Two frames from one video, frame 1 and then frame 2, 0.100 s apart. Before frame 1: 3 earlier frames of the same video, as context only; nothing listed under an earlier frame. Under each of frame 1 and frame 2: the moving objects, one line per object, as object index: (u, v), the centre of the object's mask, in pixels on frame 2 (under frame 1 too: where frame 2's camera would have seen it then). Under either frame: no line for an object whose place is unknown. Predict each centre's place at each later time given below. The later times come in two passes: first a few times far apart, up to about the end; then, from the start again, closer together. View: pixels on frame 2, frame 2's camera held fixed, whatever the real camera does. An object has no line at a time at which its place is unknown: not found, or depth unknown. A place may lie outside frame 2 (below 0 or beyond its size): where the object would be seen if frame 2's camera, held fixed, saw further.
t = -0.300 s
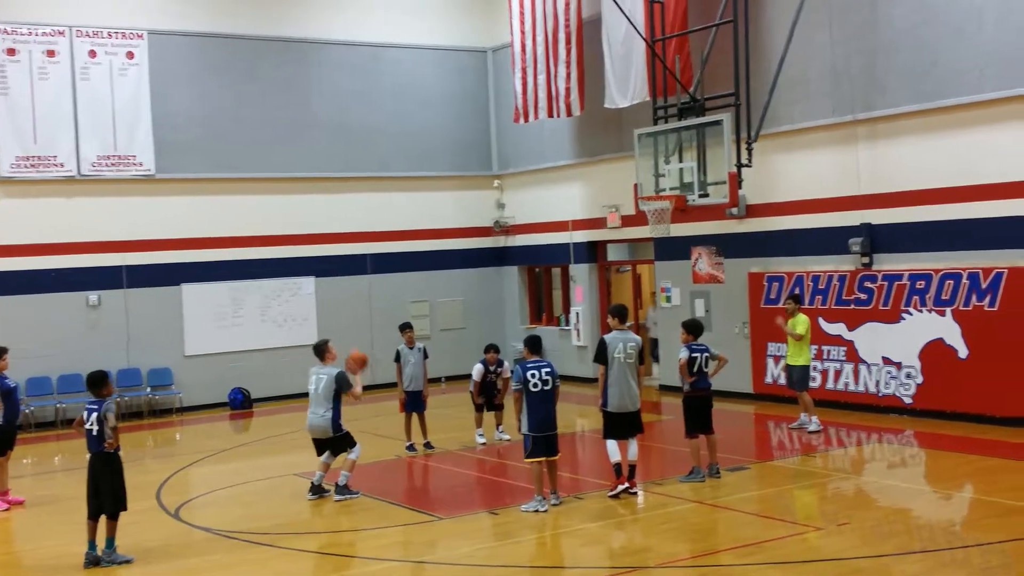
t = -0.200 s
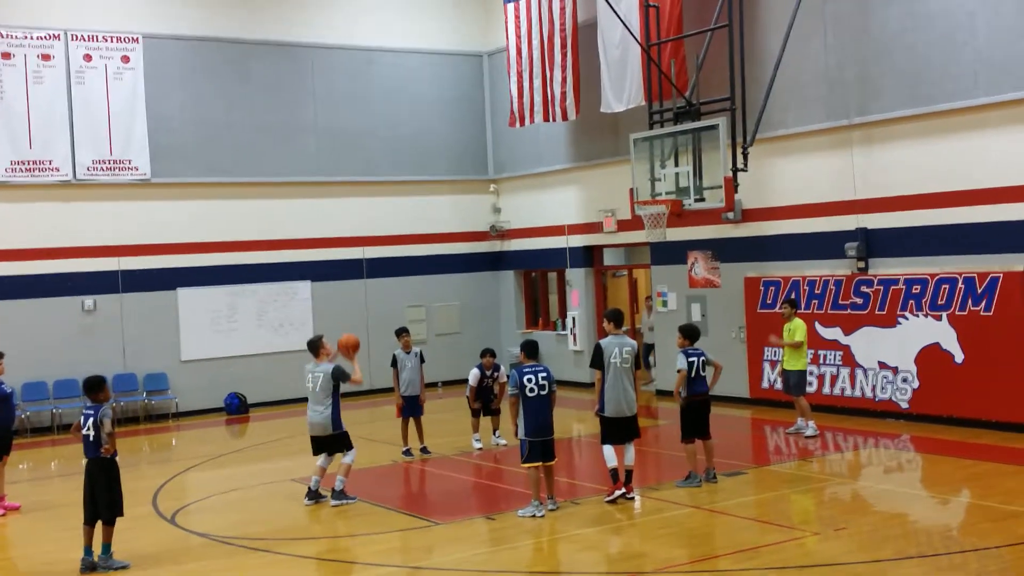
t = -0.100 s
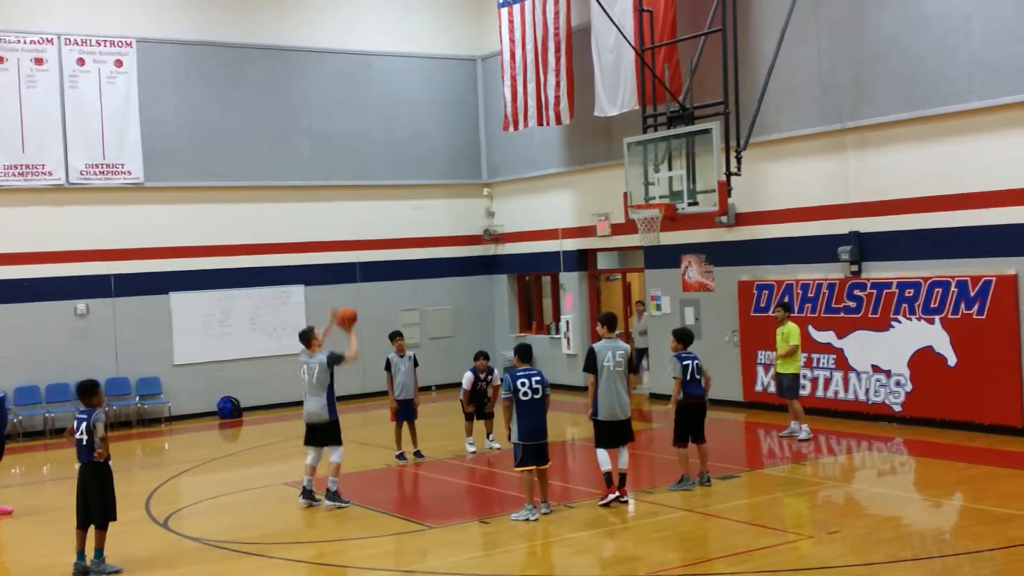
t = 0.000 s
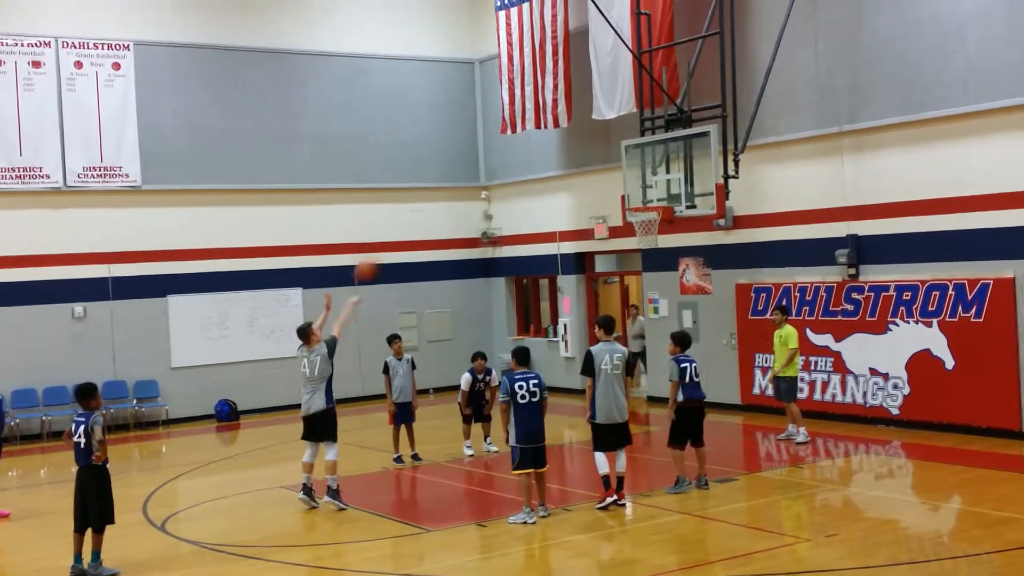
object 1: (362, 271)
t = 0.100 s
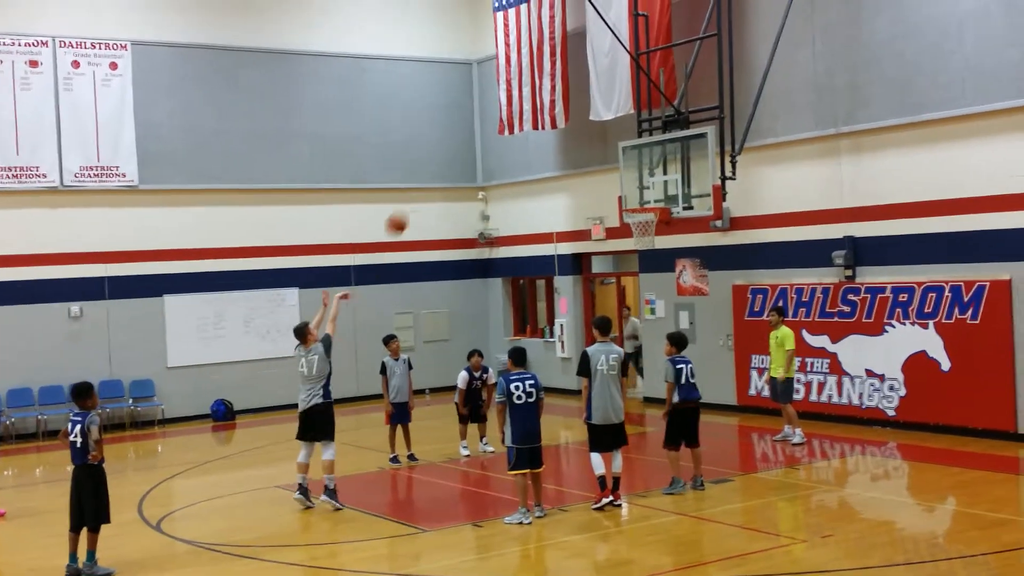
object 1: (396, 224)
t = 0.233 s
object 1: (438, 179)
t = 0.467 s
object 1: (509, 139)
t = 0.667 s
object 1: (565, 143)
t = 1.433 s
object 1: (560, 199)
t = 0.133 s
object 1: (407, 211)
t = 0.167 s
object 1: (418, 198)
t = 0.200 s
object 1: (428, 188)
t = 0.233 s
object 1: (438, 179)
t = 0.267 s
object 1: (447, 169)
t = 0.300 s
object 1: (458, 162)
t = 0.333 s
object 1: (467, 154)
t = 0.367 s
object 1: (478, 150)
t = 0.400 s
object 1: (487, 146)
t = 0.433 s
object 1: (498, 143)
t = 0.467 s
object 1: (509, 139)
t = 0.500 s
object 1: (517, 138)
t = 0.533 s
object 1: (527, 137)
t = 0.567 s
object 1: (536, 137)
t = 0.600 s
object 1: (545, 139)
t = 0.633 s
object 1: (557, 140)
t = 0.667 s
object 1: (565, 143)
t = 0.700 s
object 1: (576, 146)
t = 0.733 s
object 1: (585, 151)
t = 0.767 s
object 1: (594, 156)
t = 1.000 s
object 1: (640, 196)
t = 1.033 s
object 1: (633, 191)
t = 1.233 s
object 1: (597, 179)
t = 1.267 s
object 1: (591, 180)
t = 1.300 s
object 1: (585, 181)
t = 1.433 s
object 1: (560, 199)
